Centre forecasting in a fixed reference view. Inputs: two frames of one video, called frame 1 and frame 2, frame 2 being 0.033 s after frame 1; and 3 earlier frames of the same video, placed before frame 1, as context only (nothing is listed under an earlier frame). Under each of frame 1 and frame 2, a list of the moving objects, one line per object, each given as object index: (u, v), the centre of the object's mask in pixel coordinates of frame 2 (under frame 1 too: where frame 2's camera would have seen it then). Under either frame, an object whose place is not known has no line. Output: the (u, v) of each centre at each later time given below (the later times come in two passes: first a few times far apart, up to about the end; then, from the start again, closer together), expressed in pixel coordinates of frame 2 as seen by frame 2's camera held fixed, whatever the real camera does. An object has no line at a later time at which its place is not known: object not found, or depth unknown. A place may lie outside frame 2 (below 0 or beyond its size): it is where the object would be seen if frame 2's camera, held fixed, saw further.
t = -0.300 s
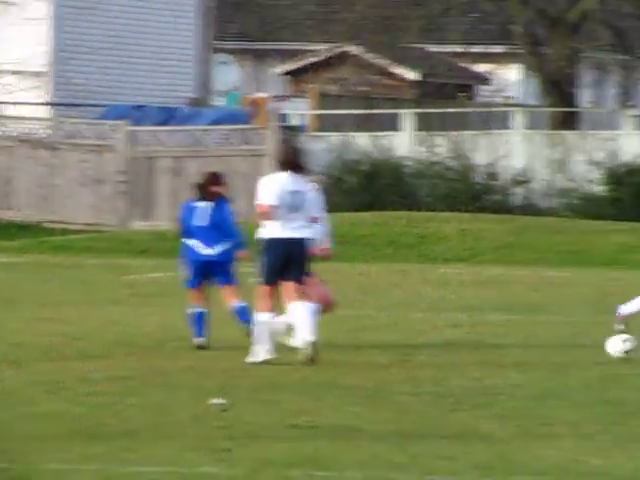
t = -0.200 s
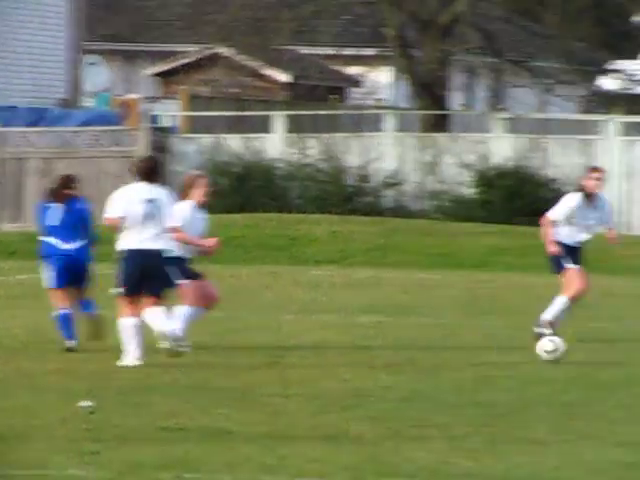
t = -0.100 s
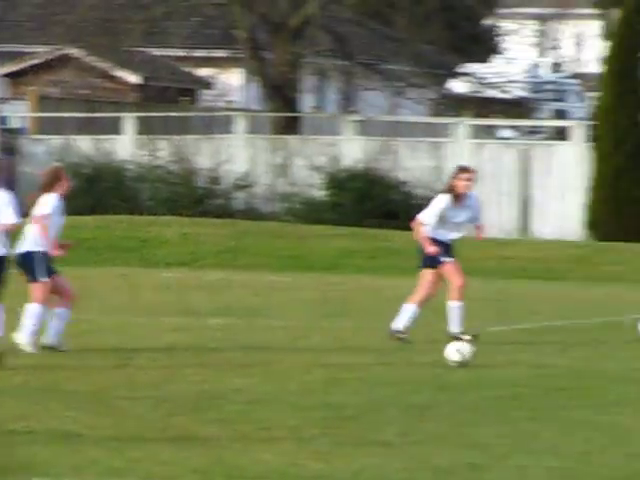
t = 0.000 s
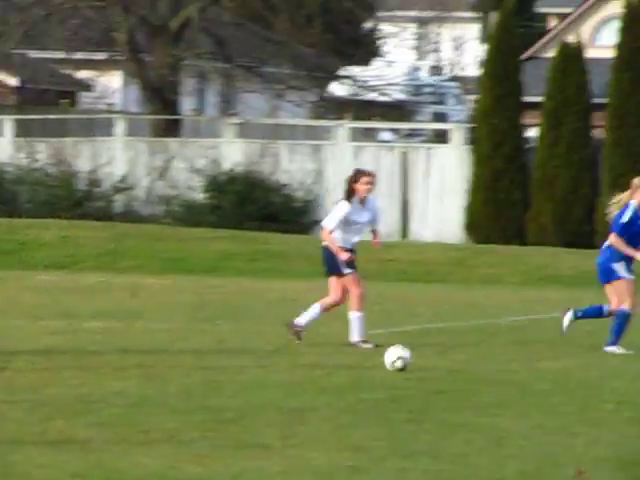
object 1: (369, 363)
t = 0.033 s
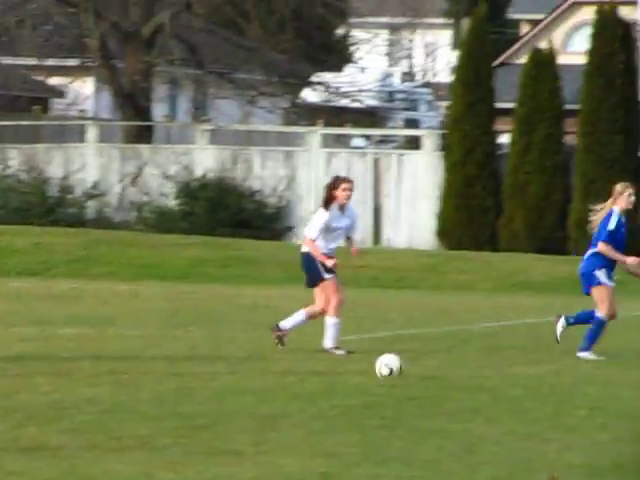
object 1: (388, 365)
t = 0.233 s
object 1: (500, 365)
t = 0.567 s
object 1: (678, 362)
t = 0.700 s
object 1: (747, 376)
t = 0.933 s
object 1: (866, 382)
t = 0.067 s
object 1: (407, 365)
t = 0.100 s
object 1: (426, 365)
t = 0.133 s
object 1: (446, 366)
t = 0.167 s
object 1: (464, 366)
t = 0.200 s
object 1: (482, 366)
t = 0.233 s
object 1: (500, 365)
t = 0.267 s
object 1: (519, 367)
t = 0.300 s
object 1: (538, 369)
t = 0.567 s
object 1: (678, 362)
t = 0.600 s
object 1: (695, 371)
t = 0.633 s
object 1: (713, 377)
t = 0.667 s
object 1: (731, 377)
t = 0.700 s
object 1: (747, 376)
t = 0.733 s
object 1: (765, 376)
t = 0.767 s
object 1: (783, 376)
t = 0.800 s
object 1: (800, 380)
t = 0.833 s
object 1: (817, 383)
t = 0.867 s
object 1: (834, 387)
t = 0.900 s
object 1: (851, 385)
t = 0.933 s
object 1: (866, 382)
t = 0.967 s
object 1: (883, 384)
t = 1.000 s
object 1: (897, 384)
